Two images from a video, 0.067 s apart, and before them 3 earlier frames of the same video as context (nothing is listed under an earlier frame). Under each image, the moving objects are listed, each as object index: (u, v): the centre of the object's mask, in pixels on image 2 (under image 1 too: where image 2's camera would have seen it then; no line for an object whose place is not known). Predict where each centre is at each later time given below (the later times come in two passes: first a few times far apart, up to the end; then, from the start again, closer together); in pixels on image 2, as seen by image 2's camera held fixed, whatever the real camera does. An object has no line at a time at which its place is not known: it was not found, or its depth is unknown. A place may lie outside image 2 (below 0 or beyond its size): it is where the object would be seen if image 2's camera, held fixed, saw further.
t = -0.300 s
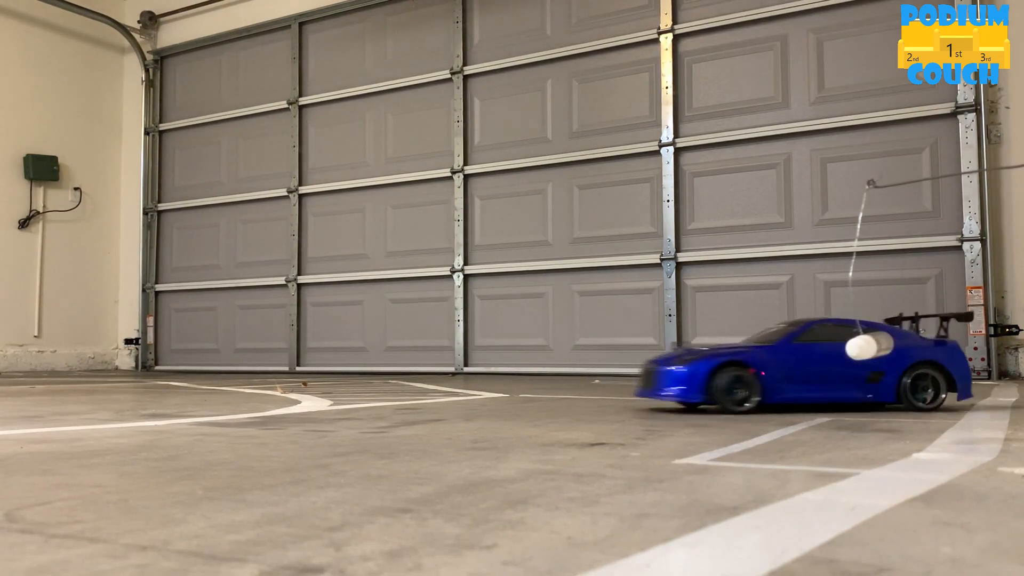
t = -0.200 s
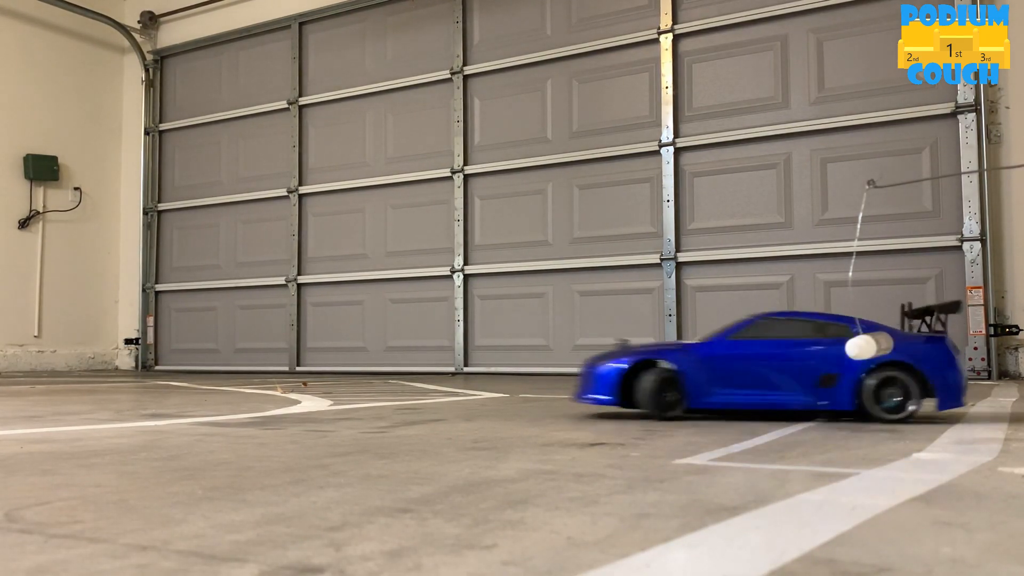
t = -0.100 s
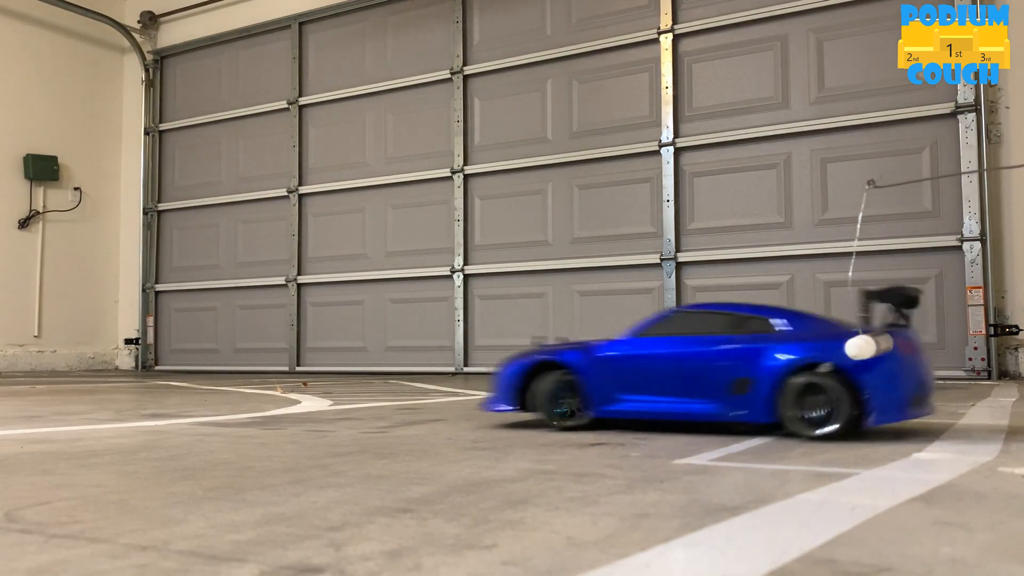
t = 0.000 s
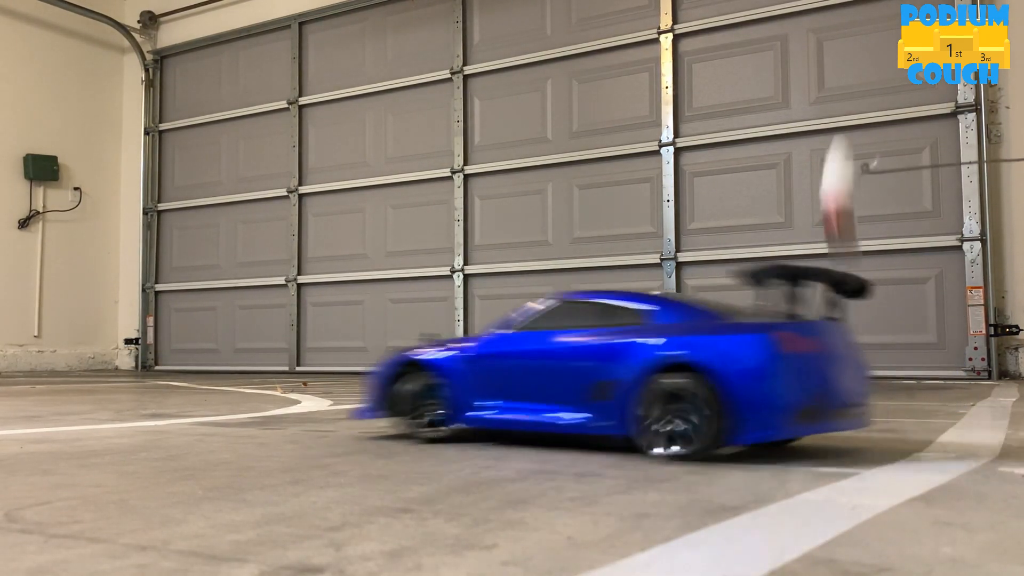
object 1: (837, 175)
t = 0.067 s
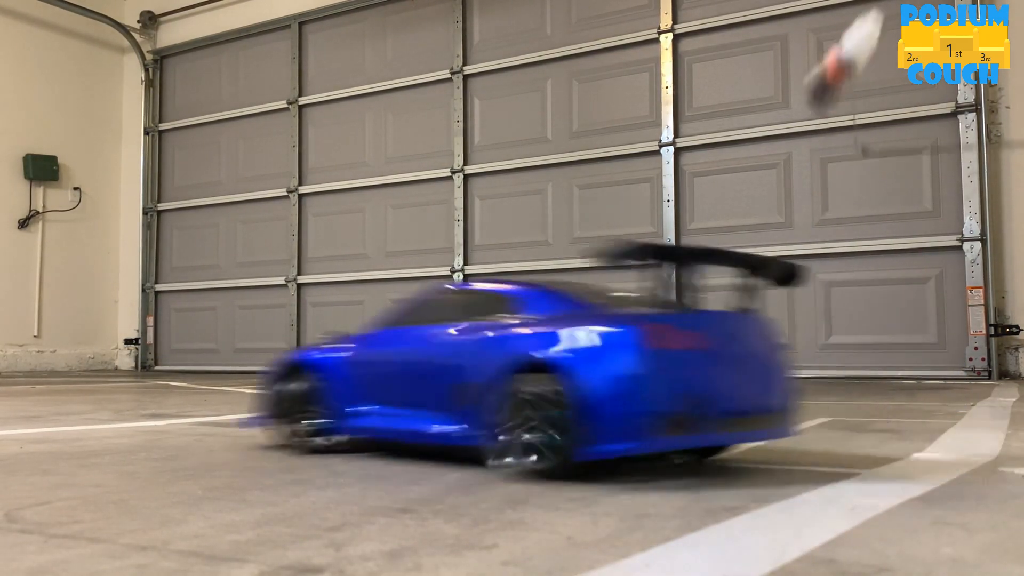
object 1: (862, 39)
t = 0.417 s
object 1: (877, 305)
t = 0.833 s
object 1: (894, 322)
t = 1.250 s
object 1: (873, 330)
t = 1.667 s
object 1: (857, 351)
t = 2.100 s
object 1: (854, 346)
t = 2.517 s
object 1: (863, 349)
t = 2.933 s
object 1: (860, 347)
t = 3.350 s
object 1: (863, 350)
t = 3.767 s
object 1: (865, 349)
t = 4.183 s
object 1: (856, 349)
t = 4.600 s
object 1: (862, 350)
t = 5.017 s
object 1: (861, 345)
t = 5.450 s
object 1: (860, 351)
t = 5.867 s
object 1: (857, 345)
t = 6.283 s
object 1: (866, 351)
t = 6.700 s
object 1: (856, 347)
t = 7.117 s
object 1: (861, 350)
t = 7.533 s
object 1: (863, 351)
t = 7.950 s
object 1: (856, 347)
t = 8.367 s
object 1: (864, 351)
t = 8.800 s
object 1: (861, 349)
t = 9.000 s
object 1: (864, 351)
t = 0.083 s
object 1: (864, 21)
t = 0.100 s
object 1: (865, 12)
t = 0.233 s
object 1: (850, 7)
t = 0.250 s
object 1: (847, 17)
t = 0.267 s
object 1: (844, 37)
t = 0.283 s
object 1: (844, 58)
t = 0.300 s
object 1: (845, 76)
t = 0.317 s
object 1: (848, 95)
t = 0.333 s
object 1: (854, 116)
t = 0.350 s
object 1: (862, 147)
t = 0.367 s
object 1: (868, 187)
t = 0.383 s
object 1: (871, 225)
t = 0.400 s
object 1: (875, 271)
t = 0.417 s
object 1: (877, 305)
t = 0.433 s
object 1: (875, 328)
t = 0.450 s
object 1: (871, 330)
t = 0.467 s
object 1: (874, 324)
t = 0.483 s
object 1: (878, 322)
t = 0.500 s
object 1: (877, 325)
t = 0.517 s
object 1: (872, 329)
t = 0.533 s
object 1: (867, 331)
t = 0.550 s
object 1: (861, 332)
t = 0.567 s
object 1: (857, 330)
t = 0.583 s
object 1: (856, 319)
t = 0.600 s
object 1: (857, 303)
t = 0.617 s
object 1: (859, 290)
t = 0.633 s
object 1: (858, 283)
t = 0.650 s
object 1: (856, 283)
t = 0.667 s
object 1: (856, 285)
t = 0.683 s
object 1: (858, 283)
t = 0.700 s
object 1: (862, 282)
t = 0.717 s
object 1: (868, 283)
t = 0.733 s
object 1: (876, 284)
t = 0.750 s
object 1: (884, 285)
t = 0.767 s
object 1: (889, 289)
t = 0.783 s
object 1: (893, 297)
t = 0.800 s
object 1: (896, 306)
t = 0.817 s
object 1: (896, 315)
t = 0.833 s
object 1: (894, 322)
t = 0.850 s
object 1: (890, 328)
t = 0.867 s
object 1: (883, 333)
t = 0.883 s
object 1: (876, 338)
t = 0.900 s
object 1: (868, 339)
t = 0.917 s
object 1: (857, 334)
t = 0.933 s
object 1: (849, 325)
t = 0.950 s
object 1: (842, 314)
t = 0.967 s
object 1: (836, 305)
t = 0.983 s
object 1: (833, 298)
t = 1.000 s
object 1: (830, 290)
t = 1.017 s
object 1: (826, 287)
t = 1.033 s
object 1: (826, 285)
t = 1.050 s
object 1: (827, 285)
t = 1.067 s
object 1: (831, 287)
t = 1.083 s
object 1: (836, 284)
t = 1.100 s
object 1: (842, 279)
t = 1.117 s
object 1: (851, 279)
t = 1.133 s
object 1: (858, 284)
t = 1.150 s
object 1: (866, 293)
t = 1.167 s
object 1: (873, 303)
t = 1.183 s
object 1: (876, 312)
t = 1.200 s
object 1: (877, 316)
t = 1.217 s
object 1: (876, 318)
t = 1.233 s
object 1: (874, 322)
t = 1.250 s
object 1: (873, 330)
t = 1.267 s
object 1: (871, 342)
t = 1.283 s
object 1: (868, 350)
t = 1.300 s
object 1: (865, 351)
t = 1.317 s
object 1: (861, 349)
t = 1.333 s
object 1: (857, 349)
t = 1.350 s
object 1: (854, 349)
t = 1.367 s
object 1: (853, 346)
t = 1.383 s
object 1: (853, 340)
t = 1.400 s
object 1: (854, 339)
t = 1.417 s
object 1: (855, 340)
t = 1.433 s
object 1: (856, 340)
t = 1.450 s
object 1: (859, 338)
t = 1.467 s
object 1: (862, 336)
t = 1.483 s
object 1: (865, 335)
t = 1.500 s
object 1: (866, 335)
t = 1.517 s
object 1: (868, 335)
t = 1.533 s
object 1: (868, 336)
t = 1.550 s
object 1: (868, 335)
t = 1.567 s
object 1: (867, 335)
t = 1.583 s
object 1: (866, 336)
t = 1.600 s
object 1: (865, 339)
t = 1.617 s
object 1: (863, 343)
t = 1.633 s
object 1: (861, 346)
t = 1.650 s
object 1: (859, 349)
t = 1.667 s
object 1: (857, 351)
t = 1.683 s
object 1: (854, 351)
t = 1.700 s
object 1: (851, 349)
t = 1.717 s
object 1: (849, 347)
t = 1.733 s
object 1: (847, 345)
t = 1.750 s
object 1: (847, 342)
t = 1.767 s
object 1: (846, 338)
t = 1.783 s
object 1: (847, 333)
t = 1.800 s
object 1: (848, 328)
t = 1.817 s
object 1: (851, 322)
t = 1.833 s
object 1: (854, 317)
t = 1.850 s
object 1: (857, 312)
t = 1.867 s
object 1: (861, 308)
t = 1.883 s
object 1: (863, 306)
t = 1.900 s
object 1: (866, 305)
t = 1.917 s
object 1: (867, 306)
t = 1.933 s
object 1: (868, 307)
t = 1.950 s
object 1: (868, 310)
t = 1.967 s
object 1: (867, 314)
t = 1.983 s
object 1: (866, 318)
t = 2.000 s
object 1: (864, 324)
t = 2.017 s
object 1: (862, 330)
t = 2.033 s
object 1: (860, 335)
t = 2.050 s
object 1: (858, 339)
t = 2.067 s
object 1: (856, 342)
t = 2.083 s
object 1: (855, 344)
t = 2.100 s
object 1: (854, 346)
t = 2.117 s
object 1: (853, 347)
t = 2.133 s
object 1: (854, 348)
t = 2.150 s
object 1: (855, 349)
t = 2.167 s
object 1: (856, 350)
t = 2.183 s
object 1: (858, 350)
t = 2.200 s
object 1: (860, 349)
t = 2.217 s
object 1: (861, 347)
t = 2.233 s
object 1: (863, 345)
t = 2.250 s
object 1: (863, 344)
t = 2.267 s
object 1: (863, 343)
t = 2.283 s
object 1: (863, 343)
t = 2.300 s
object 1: (862, 342)
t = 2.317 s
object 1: (862, 342)
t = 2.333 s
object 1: (862, 341)
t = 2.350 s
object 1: (861, 341)
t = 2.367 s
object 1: (862, 342)
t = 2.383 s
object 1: (862, 343)
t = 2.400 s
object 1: (862, 344)
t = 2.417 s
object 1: (862, 346)
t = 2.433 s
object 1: (862, 347)
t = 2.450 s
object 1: (862, 349)
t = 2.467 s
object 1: (862, 349)
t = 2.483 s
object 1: (862, 350)
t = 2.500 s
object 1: (862, 349)
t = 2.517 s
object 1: (863, 349)
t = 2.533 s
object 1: (863, 349)
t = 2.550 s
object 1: (864, 348)
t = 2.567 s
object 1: (864, 347)
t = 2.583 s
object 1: (863, 345)
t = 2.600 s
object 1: (863, 341)
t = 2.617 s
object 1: (862, 336)
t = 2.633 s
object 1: (862, 332)
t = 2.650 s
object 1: (860, 329)
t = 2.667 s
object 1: (859, 327)
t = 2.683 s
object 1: (857, 325)
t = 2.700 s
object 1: (855, 324)
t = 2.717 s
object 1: (854, 323)
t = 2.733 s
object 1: (852, 323)
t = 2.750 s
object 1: (850, 323)
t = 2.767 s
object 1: (849, 323)
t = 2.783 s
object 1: (848, 325)
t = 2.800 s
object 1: (848, 328)
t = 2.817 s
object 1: (848, 331)
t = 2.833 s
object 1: (848, 333)
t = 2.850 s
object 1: (849, 335)
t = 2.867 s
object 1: (851, 338)
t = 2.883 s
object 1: (853, 341)
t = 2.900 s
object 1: (855, 343)
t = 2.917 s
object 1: (857, 346)
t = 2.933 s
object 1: (860, 347)
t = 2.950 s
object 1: (862, 349)
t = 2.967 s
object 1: (863, 350)
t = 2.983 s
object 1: (865, 350)
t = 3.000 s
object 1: (865, 349)
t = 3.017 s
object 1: (866, 348)
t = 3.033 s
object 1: (866, 348)
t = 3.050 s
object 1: (865, 348)
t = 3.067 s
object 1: (865, 347)
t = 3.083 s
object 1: (865, 347)
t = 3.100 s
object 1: (865, 347)
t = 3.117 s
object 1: (865, 347)
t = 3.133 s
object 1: (865, 347)
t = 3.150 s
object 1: (865, 347)
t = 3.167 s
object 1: (865, 346)
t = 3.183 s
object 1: (865, 347)
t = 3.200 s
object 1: (865, 347)
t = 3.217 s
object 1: (865, 347)
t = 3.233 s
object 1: (865, 347)
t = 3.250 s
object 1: (865, 348)
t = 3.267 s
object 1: (866, 348)
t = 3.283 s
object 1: (866, 349)
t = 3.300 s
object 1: (865, 350)
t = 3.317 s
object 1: (865, 350)
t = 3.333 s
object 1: (864, 350)
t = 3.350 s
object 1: (863, 350)
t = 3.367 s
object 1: (861, 349)
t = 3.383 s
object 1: (858, 348)
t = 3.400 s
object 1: (856, 347)
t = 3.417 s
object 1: (854, 345)
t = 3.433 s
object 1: (853, 342)
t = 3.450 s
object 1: (851, 340)
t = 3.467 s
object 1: (850, 338)
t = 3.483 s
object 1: (849, 336)
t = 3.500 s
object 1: (848, 334)
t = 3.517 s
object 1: (848, 332)
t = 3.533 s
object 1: (848, 331)
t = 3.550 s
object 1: (849, 330)
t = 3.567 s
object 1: (849, 330)
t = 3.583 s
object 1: (851, 330)
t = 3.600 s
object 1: (852, 331)
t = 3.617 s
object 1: (853, 333)
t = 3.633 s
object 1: (855, 335)
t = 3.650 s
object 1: (857, 337)
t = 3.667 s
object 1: (858, 339)
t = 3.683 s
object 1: (860, 342)
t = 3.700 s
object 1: (861, 344)
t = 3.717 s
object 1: (862, 345)
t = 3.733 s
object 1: (863, 347)
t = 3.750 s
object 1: (864, 348)
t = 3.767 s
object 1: (865, 349)
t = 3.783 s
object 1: (866, 349)
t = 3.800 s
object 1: (866, 349)
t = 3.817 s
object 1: (866, 350)
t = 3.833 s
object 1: (866, 351)
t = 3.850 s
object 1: (866, 351)
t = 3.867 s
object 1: (866, 351)
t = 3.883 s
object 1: (866, 350)
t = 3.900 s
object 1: (866, 349)
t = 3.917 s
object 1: (865, 349)
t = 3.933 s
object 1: (865, 348)
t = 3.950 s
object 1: (864, 348)
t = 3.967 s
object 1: (864, 348)
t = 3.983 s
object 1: (864, 348)
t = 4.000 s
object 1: (863, 349)
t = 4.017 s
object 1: (863, 349)
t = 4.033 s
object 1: (862, 349)
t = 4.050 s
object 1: (861, 349)
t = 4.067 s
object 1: (861, 349)
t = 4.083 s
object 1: (860, 350)
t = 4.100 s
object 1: (859, 350)
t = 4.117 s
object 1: (859, 350)
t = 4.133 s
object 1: (858, 350)
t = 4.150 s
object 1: (857, 350)
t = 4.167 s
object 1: (856, 350)
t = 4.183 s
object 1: (856, 349)
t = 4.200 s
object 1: (856, 347)
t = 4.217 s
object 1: (855, 345)
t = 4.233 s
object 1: (856, 344)
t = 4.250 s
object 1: (856, 343)
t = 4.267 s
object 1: (856, 341)
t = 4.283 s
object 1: (856, 340)
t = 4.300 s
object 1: (856, 339)
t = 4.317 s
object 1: (857, 339)
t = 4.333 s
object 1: (857, 337)
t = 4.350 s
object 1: (857, 336)
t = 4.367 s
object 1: (858, 336)
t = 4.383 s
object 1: (859, 336)
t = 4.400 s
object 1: (859, 337)
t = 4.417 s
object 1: (859, 338)
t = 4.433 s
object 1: (860, 339)
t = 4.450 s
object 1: (860, 340)
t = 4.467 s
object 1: (860, 341)
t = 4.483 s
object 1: (860, 343)
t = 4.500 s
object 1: (861, 345)
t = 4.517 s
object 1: (861, 346)
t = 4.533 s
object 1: (861, 347)
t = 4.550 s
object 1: (862, 349)
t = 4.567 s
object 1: (862, 349)
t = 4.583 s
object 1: (862, 350)
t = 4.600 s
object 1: (862, 350)
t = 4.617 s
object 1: (862, 350)
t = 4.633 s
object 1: (862, 351)
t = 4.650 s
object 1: (862, 351)
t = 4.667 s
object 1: (862, 351)
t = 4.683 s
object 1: (862, 351)
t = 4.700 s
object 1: (861, 350)
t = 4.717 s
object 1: (861, 350)
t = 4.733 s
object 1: (861, 350)
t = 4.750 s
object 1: (861, 349)
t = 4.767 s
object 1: (861, 349)
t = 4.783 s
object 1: (861, 349)
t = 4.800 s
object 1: (861, 350)
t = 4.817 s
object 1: (861, 350)
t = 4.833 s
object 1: (860, 350)
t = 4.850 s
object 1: (860, 350)
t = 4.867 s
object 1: (860, 350)
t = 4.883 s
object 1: (861, 350)
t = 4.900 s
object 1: (861, 350)
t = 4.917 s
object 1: (861, 350)
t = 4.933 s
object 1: (861, 350)
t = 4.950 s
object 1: (861, 350)
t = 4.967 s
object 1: (861, 350)
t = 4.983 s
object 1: (861, 348)
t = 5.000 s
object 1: (861, 346)
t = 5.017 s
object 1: (861, 345)
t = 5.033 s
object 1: (861, 344)
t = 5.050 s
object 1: (861, 344)
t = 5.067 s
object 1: (860, 343)
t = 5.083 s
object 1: (860, 343)
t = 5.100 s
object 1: (860, 343)
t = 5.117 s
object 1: (859, 343)
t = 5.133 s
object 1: (859, 342)
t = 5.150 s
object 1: (858, 341)
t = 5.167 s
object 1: (858, 341)
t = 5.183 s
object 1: (858, 342)
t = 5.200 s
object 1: (858, 343)
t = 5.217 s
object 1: (858, 343)
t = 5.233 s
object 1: (857, 343)
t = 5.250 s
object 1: (857, 344)
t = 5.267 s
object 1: (857, 345)
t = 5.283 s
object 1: (858, 346)
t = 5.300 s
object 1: (858, 347)
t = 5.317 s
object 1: (858, 347)
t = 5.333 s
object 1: (858, 348)
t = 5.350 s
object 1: (858, 349)
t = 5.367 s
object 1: (858, 349)
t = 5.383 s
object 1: (859, 350)
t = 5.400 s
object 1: (859, 350)
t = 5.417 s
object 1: (859, 350)
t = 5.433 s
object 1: (860, 350)
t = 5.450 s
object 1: (860, 351)
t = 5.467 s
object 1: (860, 351)
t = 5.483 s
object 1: (861, 351)
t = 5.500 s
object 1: (861, 351)
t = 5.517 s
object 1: (862, 351)
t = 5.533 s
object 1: (862, 351)
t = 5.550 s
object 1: (863, 351)
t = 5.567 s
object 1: (863, 351)
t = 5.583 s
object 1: (864, 351)
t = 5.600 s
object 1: (864, 351)
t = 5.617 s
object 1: (865, 351)
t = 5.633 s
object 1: (865, 351)
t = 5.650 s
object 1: (865, 351)
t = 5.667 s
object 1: (865, 350)
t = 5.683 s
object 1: (864, 350)
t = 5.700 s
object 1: (864, 350)
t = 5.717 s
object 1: (863, 350)
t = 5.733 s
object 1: (862, 349)
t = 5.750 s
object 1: (862, 348)
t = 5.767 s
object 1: (861, 347)
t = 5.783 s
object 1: (860, 347)
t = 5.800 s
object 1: (860, 346)
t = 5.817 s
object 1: (859, 346)
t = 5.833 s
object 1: (858, 345)
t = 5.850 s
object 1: (858, 345)
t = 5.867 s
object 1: (857, 345)
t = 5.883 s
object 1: (857, 345)
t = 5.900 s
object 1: (856, 345)
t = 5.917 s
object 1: (856, 345)
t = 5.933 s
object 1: (856, 345)
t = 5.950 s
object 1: (856, 345)
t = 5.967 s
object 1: (856, 345)
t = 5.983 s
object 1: (856, 346)
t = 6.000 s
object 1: (856, 346)
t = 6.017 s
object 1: (856, 347)
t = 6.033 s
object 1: (857, 347)
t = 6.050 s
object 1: (857, 348)
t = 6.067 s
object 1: (858, 348)
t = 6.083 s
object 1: (858, 349)
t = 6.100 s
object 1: (859, 350)
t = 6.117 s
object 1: (859, 350)
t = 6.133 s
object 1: (860, 350)
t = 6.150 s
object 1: (861, 351)
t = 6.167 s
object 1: (862, 351)
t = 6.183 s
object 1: (862, 351)
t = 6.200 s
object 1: (863, 351)
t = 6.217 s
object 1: (864, 351)
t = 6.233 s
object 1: (864, 351)
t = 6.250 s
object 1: (865, 351)
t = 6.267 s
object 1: (865, 351)
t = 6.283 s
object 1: (866, 351)
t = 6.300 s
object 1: (866, 351)
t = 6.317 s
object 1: (866, 351)
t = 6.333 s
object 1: (866, 351)
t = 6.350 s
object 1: (865, 351)
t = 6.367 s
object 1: (865, 351)
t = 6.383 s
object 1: (865, 351)
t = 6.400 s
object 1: (864, 350)
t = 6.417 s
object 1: (863, 350)
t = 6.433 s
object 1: (862, 349)
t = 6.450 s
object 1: (861, 349)
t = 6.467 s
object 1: (860, 349)
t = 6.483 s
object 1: (859, 348)
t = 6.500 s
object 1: (858, 348)
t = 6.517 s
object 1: (858, 347)
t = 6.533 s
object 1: (857, 346)
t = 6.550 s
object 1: (856, 346)
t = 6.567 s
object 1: (856, 346)
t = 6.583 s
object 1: (855, 346)
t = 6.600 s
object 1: (855, 346)
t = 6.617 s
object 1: (855, 346)
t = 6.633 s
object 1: (855, 346)
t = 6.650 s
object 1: (855, 346)
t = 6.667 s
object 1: (856, 346)
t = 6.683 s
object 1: (856, 347)
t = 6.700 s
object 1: (856, 347)
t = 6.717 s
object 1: (857, 348)
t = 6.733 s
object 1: (857, 348)
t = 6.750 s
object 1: (858, 348)
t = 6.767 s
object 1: (859, 349)
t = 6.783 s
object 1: (860, 349)
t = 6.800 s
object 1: (860, 350)
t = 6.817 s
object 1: (861, 350)
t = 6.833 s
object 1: (862, 350)
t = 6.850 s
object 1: (862, 351)
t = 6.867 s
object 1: (863, 351)
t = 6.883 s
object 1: (864, 351)
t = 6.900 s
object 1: (865, 351)
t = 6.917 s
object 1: (865, 351)
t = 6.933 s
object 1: (865, 351)
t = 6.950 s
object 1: (866, 351)
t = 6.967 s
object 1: (866, 351)
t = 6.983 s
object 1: (866, 351)
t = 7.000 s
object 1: (866, 351)
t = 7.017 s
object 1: (866, 351)
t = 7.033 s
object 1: (865, 351)
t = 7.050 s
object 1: (865, 351)
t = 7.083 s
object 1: (863, 350)
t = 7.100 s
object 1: (862, 350)
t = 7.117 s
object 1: (861, 350)
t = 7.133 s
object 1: (860, 349)
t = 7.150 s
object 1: (859, 349)
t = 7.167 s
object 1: (858, 348)
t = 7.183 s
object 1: (858, 348)
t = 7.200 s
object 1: (857, 348)
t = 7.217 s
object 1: (856, 347)
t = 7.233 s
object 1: (856, 347)
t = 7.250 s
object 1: (855, 347)
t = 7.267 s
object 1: (855, 347)
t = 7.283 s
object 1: (855, 347)
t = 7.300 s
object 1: (855, 347)
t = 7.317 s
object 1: (856, 347)
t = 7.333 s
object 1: (856, 347)
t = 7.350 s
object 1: (856, 347)
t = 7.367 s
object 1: (857, 348)
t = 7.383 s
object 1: (858, 348)
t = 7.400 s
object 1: (858, 348)
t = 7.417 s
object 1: (858, 348)
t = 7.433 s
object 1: (859, 349)
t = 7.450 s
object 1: (860, 349)
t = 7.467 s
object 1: (861, 349)
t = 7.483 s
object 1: (861, 350)
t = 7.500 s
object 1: (862, 350)
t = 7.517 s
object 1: (862, 350)
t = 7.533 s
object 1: (863, 351)
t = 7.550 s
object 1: (864, 351)
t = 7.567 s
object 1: (864, 351)
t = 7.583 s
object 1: (865, 351)
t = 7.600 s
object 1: (865, 351)
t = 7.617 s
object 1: (865, 351)
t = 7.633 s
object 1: (866, 351)
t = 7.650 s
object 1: (866, 351)
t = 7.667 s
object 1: (866, 351)
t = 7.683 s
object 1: (865, 351)
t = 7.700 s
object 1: (865, 351)
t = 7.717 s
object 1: (864, 351)
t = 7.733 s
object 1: (864, 350)
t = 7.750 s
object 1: (863, 350)
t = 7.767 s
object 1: (862, 350)
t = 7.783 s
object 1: (861, 350)
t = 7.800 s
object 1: (860, 349)
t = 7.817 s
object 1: (859, 349)
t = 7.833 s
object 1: (858, 349)
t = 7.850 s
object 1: (858, 348)
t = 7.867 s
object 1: (857, 348)
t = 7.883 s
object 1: (856, 348)
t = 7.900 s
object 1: (856, 348)
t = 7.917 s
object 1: (856, 347)
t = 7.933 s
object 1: (856, 347)
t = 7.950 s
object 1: (856, 347)
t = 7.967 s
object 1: (856, 347)
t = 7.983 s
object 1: (856, 347)
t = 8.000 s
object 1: (857, 347)
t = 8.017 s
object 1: (857, 347)
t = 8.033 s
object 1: (857, 348)
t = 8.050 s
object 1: (858, 348)
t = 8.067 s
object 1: (859, 348)
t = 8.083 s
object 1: (859, 348)
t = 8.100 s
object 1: (860, 349)
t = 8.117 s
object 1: (860, 349)
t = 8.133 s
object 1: (861, 349)
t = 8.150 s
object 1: (861, 350)
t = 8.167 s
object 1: (862, 350)
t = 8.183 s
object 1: (863, 350)
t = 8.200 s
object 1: (863, 350)
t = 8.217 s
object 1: (864, 351)
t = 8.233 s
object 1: (864, 351)
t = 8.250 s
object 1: (865, 351)
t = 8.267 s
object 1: (865, 351)
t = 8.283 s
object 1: (865, 351)
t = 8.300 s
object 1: (865, 351)
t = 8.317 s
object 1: (865, 351)
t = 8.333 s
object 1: (865, 351)
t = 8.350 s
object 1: (865, 351)
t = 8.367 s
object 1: (864, 351)
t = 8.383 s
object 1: (864, 351)
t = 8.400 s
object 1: (863, 351)
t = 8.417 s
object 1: (862, 350)
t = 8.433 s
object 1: (861, 350)
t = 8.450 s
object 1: (861, 350)
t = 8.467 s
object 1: (860, 349)
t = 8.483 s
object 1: (859, 349)
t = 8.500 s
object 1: (858, 349)
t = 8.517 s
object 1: (858, 349)
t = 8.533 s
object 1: (857, 348)
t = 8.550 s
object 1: (857, 348)
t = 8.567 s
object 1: (856, 348)
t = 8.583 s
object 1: (856, 348)
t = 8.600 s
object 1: (856, 348)
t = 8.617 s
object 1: (856, 348)
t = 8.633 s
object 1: (856, 348)
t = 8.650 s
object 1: (857, 348)
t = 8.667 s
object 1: (857, 348)
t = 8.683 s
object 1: (858, 348)
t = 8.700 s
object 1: (858, 348)
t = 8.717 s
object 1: (859, 348)
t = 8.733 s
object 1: (859, 348)
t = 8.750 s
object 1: (860, 349)
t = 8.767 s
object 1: (860, 349)
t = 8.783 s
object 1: (861, 349)
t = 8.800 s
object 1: (861, 349)
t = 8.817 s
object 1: (862, 350)
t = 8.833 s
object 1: (862, 350)
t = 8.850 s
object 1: (863, 350)
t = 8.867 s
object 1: (863, 350)
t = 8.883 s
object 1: (864, 350)
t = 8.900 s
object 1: (864, 351)
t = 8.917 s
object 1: (864, 351)
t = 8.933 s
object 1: (864, 351)
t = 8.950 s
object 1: (864, 351)
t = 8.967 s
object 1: (865, 351)
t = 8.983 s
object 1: (864, 351)
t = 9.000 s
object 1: (864, 351)
